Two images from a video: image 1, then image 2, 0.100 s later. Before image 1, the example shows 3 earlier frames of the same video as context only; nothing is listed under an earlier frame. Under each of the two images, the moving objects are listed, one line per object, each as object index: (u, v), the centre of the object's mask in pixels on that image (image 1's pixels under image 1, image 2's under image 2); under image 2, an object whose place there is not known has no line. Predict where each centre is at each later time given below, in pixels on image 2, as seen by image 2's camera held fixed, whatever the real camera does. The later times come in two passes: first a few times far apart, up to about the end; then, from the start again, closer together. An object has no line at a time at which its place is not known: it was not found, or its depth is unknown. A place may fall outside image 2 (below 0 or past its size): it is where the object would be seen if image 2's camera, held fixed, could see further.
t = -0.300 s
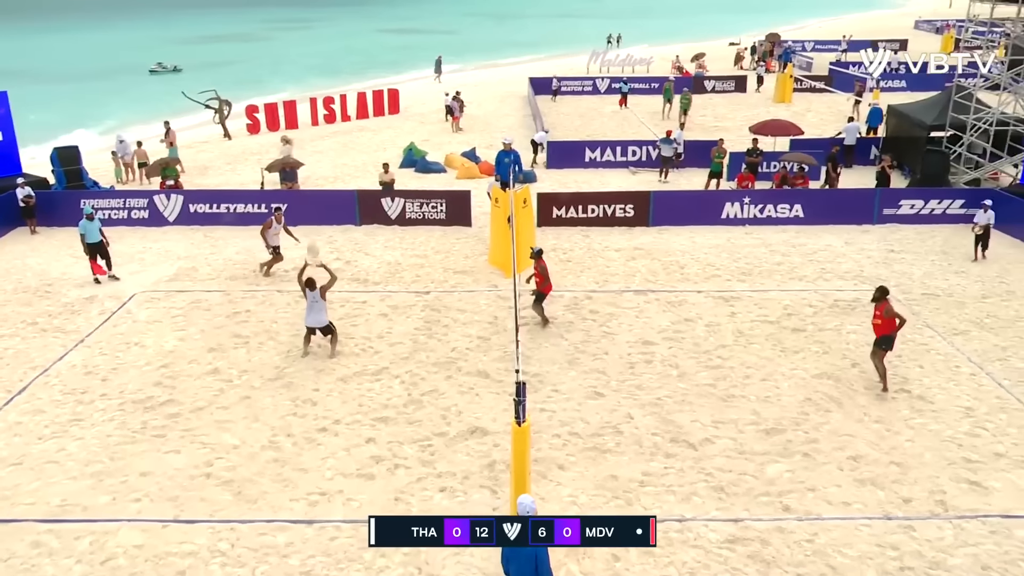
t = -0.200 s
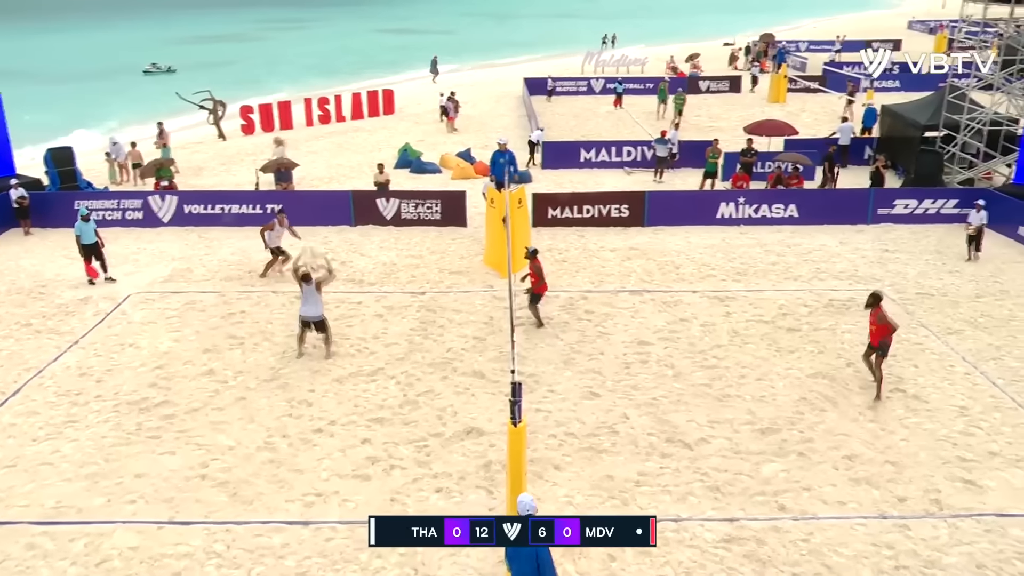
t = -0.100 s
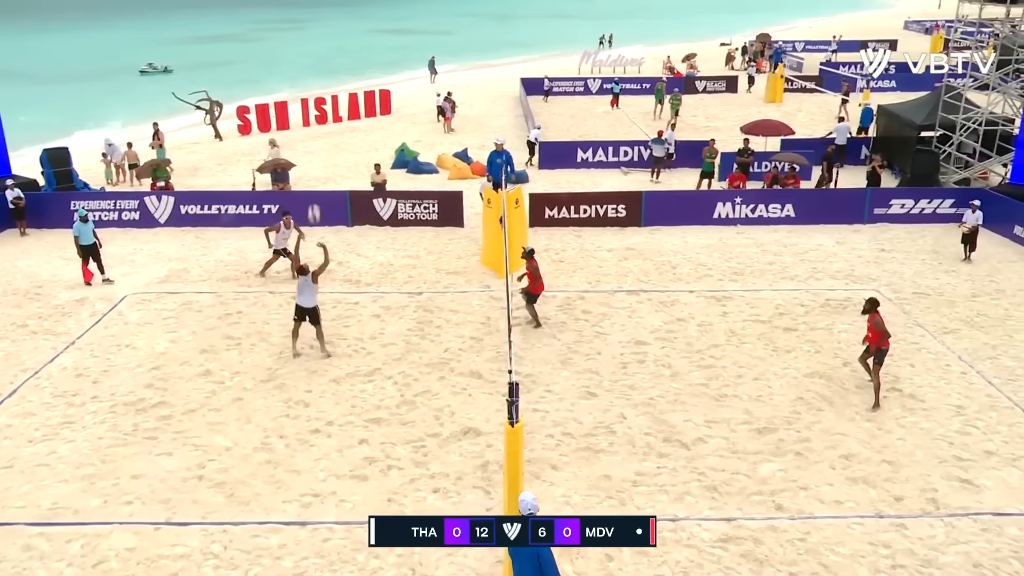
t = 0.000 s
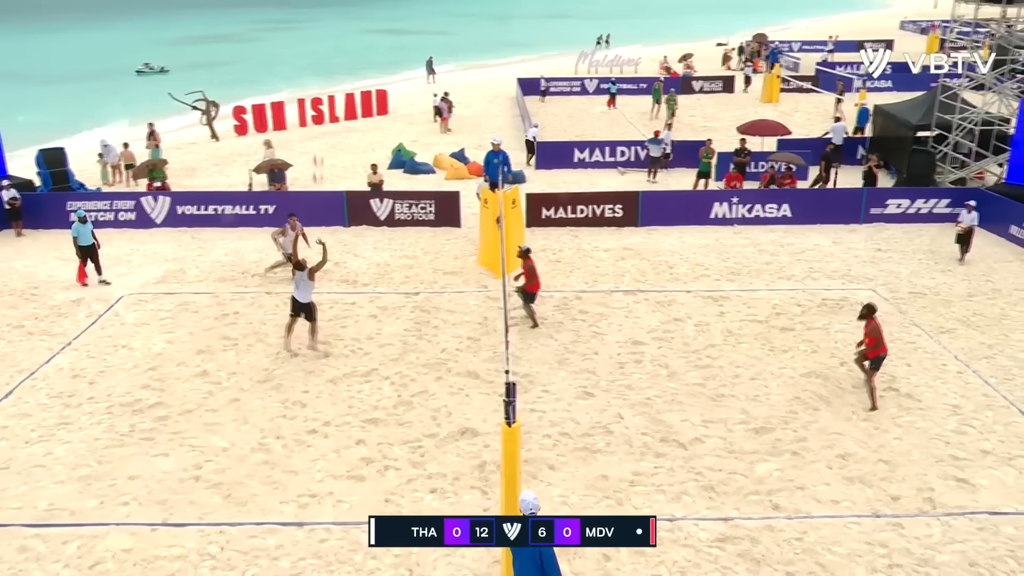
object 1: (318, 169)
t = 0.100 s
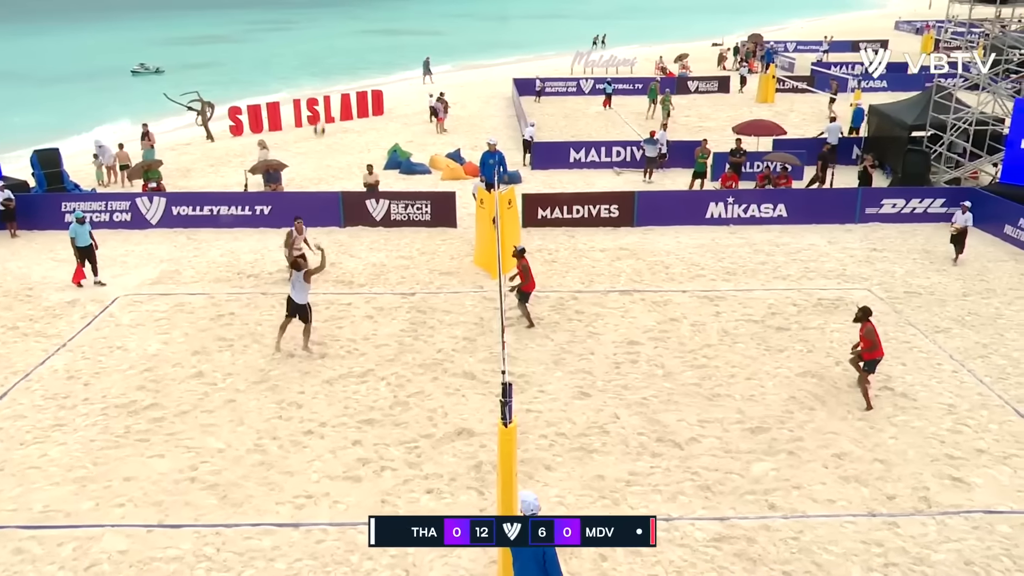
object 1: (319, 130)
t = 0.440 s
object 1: (344, 42)
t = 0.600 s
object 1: (358, 23)
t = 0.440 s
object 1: (344, 42)
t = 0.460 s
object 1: (346, 38)
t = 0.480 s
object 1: (348, 35)
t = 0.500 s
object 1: (349, 32)
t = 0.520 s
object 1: (351, 30)
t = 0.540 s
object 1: (353, 28)
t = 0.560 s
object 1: (354, 26)
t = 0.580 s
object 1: (356, 24)
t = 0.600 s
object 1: (358, 23)
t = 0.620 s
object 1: (360, 22)
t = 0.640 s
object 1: (362, 22)
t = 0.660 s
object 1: (364, 21)
